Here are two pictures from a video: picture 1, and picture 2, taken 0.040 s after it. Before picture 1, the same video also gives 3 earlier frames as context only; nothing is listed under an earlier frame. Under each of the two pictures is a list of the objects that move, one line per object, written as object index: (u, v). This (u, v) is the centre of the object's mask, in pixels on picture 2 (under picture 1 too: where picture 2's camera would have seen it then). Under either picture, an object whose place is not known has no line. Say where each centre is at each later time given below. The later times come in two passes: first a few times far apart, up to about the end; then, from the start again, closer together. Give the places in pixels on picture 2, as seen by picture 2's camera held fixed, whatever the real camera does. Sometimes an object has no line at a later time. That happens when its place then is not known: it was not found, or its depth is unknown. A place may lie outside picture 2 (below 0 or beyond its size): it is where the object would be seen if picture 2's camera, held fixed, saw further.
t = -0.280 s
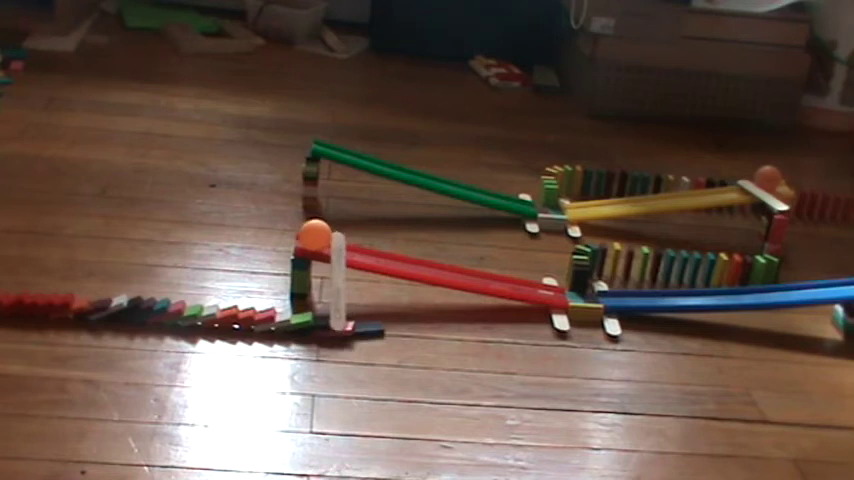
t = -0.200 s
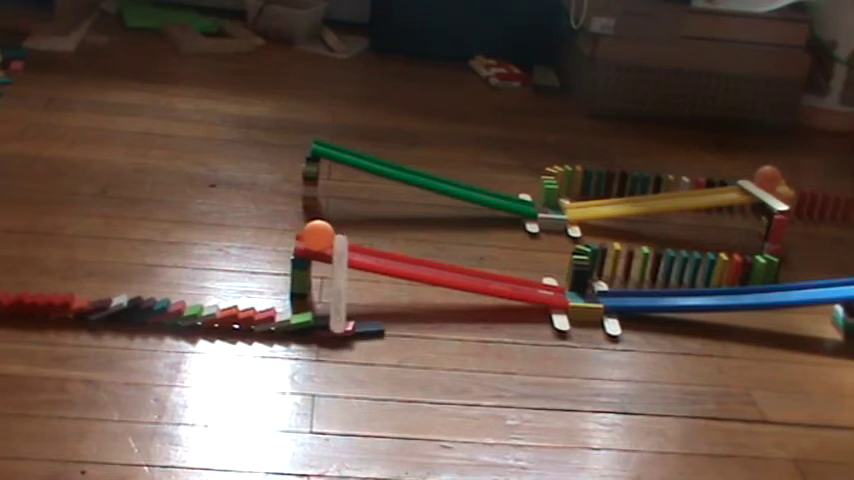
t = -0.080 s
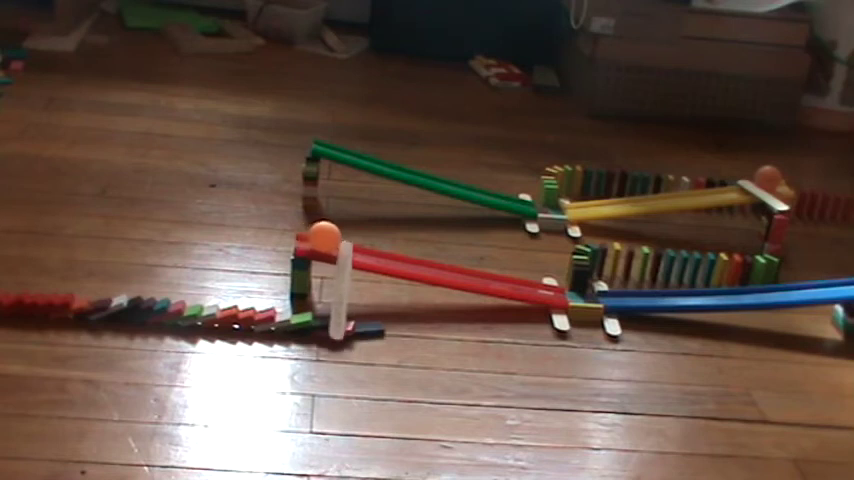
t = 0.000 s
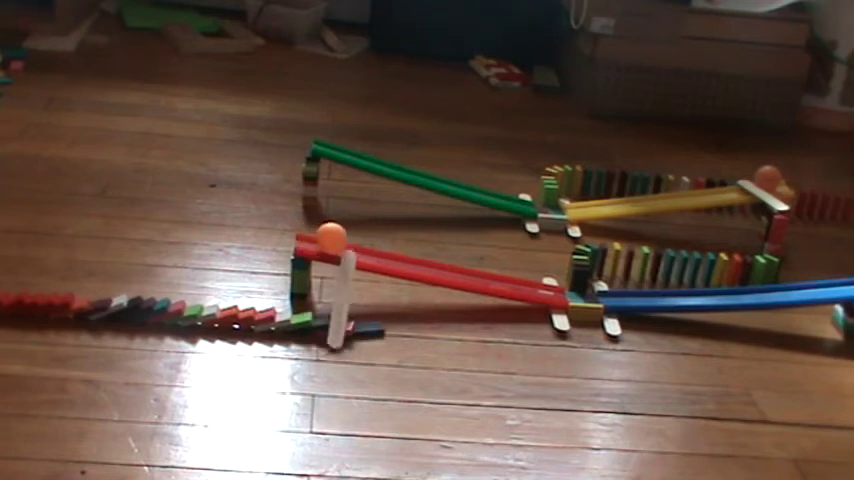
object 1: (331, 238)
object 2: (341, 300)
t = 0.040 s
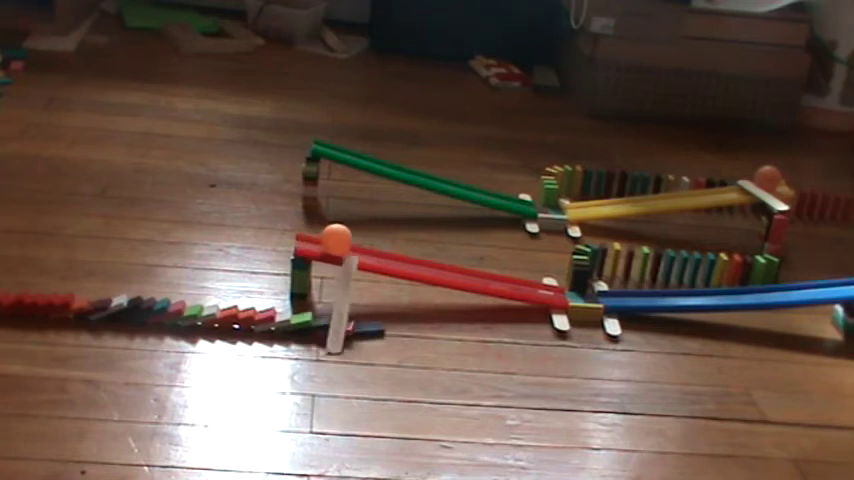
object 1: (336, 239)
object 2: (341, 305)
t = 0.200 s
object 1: (366, 247)
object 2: (338, 319)
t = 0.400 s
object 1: (424, 259)
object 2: (341, 320)
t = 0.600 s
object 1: (500, 274)
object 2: (341, 320)
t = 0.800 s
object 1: (592, 288)
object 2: (340, 320)
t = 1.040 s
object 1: (691, 287)
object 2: (340, 320)
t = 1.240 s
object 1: (748, 285)
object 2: (341, 320)
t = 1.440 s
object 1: (777, 286)
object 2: (341, 320)
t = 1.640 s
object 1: (774, 286)
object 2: (341, 320)
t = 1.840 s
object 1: (741, 286)
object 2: (341, 320)
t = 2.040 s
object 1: (684, 286)
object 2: (341, 320)
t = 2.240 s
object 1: (615, 288)
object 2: (341, 320)
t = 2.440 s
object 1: (544, 282)
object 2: (340, 320)
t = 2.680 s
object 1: (482, 270)
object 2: (340, 320)
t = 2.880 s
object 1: (458, 266)
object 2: (341, 320)
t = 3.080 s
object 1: (461, 267)
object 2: (341, 320)
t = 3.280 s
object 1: (488, 272)
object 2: (341, 320)
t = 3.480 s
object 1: (533, 280)
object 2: (341, 320)
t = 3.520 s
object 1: (544, 282)
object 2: (341, 320)
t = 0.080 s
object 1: (342, 241)
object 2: (342, 309)
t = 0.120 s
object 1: (349, 243)
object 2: (341, 319)
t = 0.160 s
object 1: (357, 245)
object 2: (337, 328)
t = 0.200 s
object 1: (366, 247)
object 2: (338, 319)
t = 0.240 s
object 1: (375, 249)
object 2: (338, 320)
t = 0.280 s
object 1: (386, 252)
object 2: (339, 324)
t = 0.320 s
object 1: (398, 254)
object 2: (341, 321)
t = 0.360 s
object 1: (411, 257)
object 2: (341, 321)
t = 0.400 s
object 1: (424, 259)
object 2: (341, 320)
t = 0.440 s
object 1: (438, 262)
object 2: (341, 320)
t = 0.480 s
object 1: (452, 265)
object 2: (341, 320)
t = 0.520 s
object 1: (467, 268)
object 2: (341, 320)
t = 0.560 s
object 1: (483, 271)
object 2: (341, 320)
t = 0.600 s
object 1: (500, 274)
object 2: (341, 320)
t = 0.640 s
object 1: (518, 277)
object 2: (341, 320)
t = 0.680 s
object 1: (536, 280)
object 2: (341, 320)
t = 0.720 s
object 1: (554, 284)
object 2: (341, 320)
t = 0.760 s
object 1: (574, 287)
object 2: (341, 320)
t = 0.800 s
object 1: (592, 288)
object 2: (340, 320)
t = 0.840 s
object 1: (611, 289)
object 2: (340, 320)
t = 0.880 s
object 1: (629, 288)
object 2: (341, 320)
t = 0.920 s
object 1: (646, 288)
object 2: (341, 320)
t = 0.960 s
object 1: (662, 287)
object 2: (340, 320)
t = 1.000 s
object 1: (677, 287)
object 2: (340, 320)
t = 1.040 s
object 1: (691, 287)
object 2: (340, 320)
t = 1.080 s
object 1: (705, 286)
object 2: (341, 320)
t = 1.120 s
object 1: (717, 286)
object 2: (340, 320)
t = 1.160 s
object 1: (728, 286)
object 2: (341, 320)
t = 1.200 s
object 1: (739, 285)
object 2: (341, 320)
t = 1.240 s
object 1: (748, 285)
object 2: (341, 320)
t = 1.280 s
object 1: (756, 285)
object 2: (341, 320)
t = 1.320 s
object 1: (763, 285)
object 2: (341, 320)
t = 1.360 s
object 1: (769, 285)
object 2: (341, 320)
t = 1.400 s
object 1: (774, 285)
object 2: (341, 320)
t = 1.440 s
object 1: (777, 286)
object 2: (341, 320)
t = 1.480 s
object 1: (780, 286)
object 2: (341, 320)
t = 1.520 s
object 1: (780, 286)
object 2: (341, 320)
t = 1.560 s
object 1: (780, 286)
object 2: (341, 320)
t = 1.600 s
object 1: (778, 286)
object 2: (341, 320)
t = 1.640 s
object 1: (774, 286)
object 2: (341, 320)
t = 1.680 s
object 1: (770, 286)
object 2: (341, 320)
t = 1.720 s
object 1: (764, 286)
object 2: (341, 320)
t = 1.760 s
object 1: (757, 286)
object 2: (341, 320)
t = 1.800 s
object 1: (749, 286)
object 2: (341, 320)
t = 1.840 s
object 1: (741, 286)
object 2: (341, 320)
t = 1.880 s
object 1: (731, 286)
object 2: (341, 320)
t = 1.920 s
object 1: (720, 286)
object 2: (341, 320)
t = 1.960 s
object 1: (709, 286)
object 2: (341, 320)
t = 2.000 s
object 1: (697, 286)
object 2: (341, 320)
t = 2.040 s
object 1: (684, 286)
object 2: (341, 320)
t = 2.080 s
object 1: (671, 287)
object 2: (341, 320)
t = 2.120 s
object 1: (658, 287)
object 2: (341, 320)
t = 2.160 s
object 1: (644, 288)
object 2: (341, 320)
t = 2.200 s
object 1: (630, 288)
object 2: (341, 320)
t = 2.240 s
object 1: (615, 288)
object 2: (341, 320)
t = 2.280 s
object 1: (600, 288)
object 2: (341, 320)
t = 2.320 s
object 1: (585, 287)
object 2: (341, 320)
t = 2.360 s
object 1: (570, 286)
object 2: (340, 320)
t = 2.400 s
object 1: (556, 284)
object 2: (340, 320)
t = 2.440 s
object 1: (544, 282)
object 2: (340, 320)
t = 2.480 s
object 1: (530, 279)
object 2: (340, 320)
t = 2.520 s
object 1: (519, 277)
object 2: (340, 320)
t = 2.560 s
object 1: (509, 275)
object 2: (340, 320)
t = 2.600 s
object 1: (499, 274)
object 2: (341, 320)
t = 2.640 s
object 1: (490, 272)
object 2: (340, 320)
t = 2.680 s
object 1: (482, 270)
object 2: (340, 320)
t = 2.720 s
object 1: (476, 269)
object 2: (340, 320)
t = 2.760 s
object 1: (470, 267)
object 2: (341, 320)
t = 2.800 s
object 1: (465, 267)
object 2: (341, 320)
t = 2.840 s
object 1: (461, 266)
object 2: (341, 320)
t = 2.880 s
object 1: (458, 266)
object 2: (341, 320)
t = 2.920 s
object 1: (457, 266)
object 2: (341, 320)
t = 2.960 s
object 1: (457, 266)
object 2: (341, 320)
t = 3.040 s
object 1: (459, 266)
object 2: (341, 320)
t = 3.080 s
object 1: (461, 267)
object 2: (341, 320)
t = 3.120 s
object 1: (464, 268)
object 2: (341, 320)
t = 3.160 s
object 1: (470, 268)
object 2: (341, 320)
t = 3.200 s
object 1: (474, 269)
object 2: (341, 320)
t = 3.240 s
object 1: (481, 270)
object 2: (341, 320)
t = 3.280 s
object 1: (488, 272)
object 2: (341, 320)
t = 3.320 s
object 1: (495, 273)
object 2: (341, 320)
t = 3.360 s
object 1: (504, 275)
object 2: (341, 320)
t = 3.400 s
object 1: (513, 277)
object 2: (341, 320)
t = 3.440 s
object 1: (523, 278)
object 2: (341, 320)
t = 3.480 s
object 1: (533, 280)
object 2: (341, 320)
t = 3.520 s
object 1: (544, 282)
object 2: (341, 320)
